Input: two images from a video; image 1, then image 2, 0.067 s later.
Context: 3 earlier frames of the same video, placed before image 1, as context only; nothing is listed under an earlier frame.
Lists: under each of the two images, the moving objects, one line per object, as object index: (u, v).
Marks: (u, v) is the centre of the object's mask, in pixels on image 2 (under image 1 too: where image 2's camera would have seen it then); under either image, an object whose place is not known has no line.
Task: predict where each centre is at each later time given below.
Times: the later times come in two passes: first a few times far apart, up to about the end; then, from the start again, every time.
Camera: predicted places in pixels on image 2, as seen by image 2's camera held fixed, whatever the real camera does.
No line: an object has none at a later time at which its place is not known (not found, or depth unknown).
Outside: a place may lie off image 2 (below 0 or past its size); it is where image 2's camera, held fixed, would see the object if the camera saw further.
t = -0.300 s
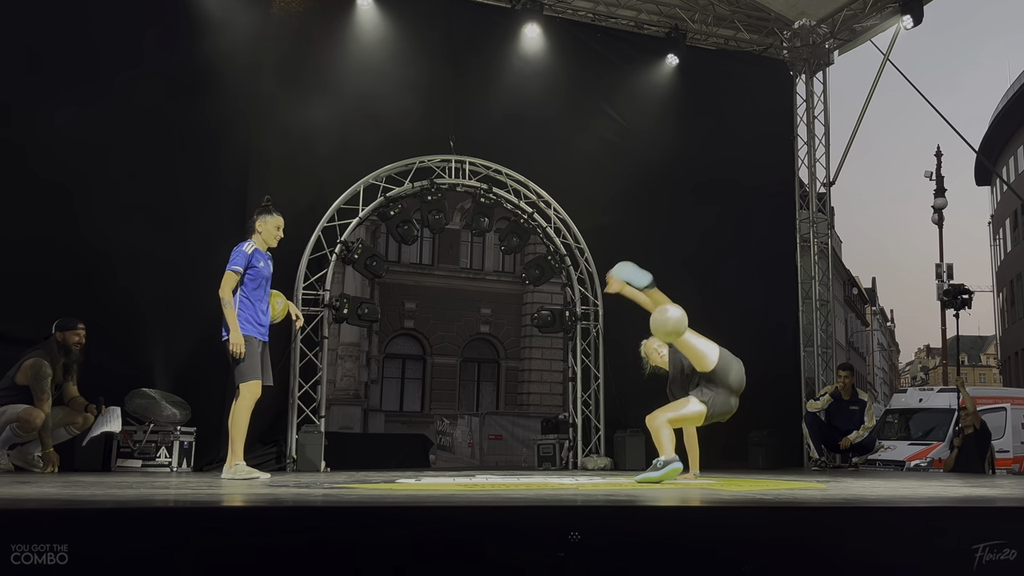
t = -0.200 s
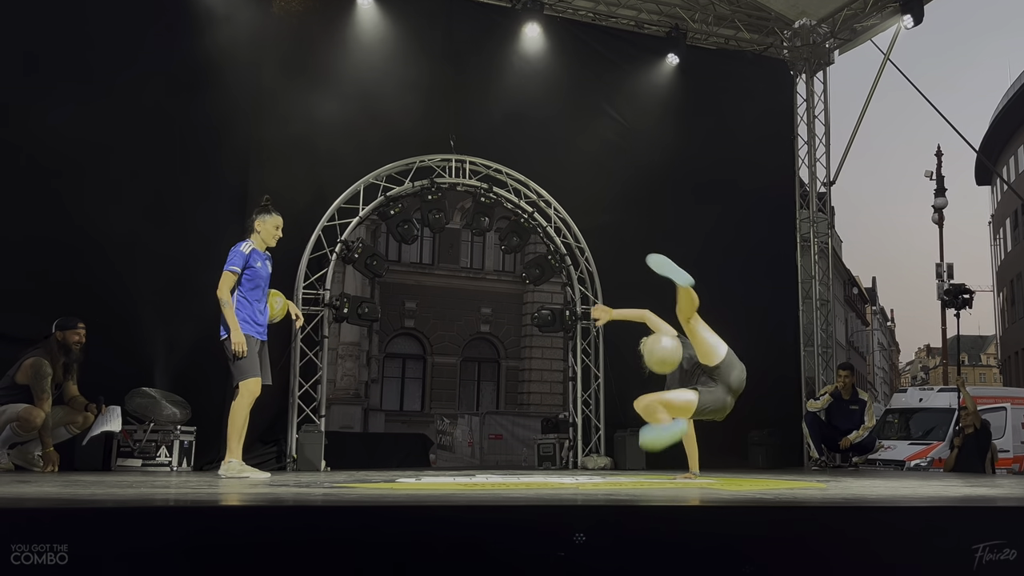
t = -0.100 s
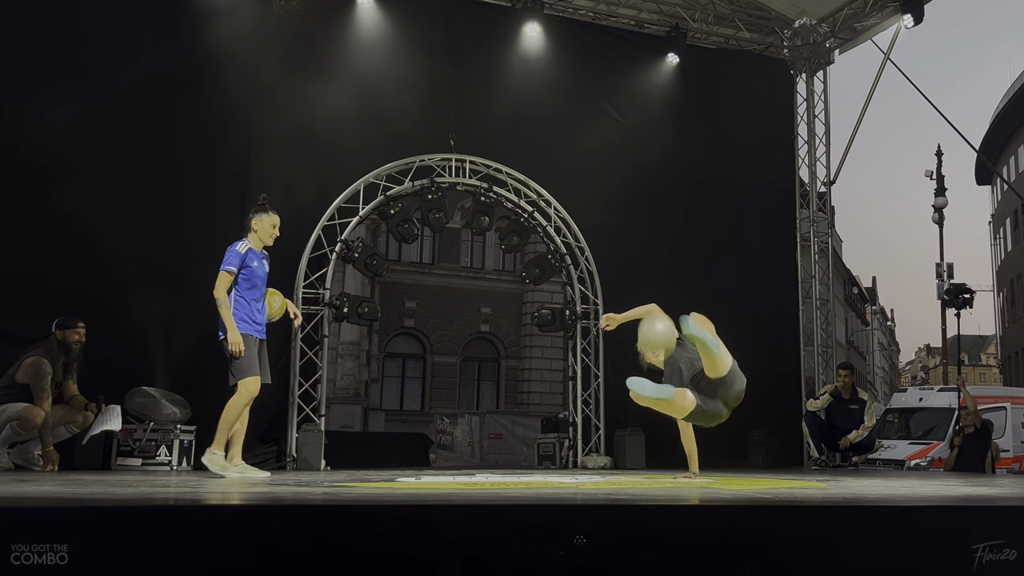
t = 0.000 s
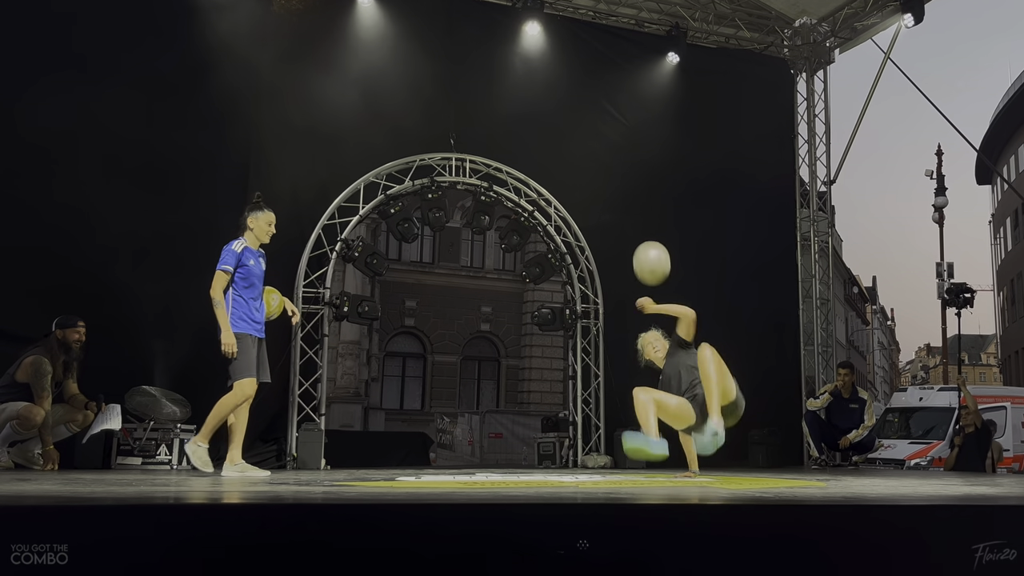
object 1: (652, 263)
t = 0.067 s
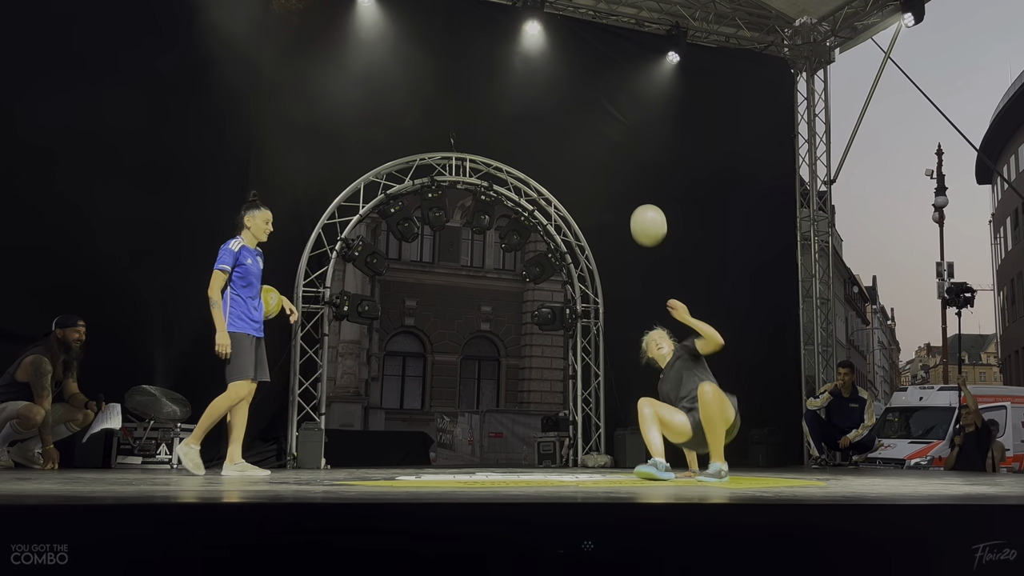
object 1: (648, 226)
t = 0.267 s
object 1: (639, 160)
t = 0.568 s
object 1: (624, 189)
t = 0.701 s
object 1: (617, 244)
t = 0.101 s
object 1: (647, 210)
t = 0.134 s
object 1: (645, 196)
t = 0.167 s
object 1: (643, 184)
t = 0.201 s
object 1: (642, 175)
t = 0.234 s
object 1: (641, 166)
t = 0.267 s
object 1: (639, 160)
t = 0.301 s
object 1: (637, 155)
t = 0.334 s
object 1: (636, 153)
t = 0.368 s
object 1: (633, 152)
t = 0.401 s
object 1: (631, 154)
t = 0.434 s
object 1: (630, 158)
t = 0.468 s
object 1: (628, 163)
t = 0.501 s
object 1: (627, 170)
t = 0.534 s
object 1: (625, 178)
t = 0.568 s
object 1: (624, 189)
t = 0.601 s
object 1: (622, 200)
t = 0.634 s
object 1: (620, 213)
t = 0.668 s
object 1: (619, 228)
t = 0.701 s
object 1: (617, 244)
